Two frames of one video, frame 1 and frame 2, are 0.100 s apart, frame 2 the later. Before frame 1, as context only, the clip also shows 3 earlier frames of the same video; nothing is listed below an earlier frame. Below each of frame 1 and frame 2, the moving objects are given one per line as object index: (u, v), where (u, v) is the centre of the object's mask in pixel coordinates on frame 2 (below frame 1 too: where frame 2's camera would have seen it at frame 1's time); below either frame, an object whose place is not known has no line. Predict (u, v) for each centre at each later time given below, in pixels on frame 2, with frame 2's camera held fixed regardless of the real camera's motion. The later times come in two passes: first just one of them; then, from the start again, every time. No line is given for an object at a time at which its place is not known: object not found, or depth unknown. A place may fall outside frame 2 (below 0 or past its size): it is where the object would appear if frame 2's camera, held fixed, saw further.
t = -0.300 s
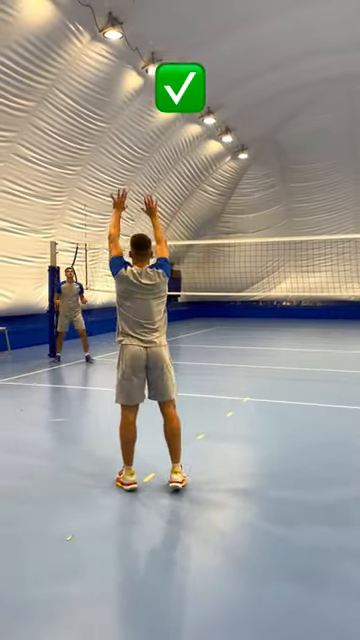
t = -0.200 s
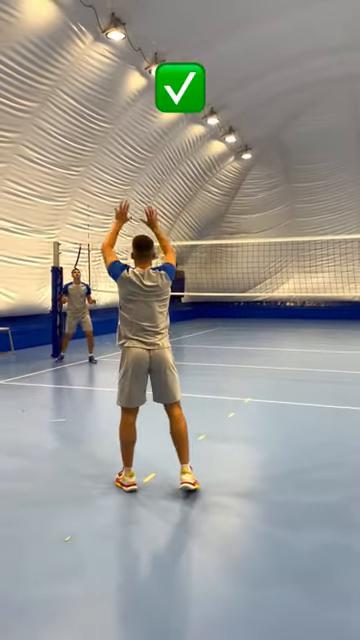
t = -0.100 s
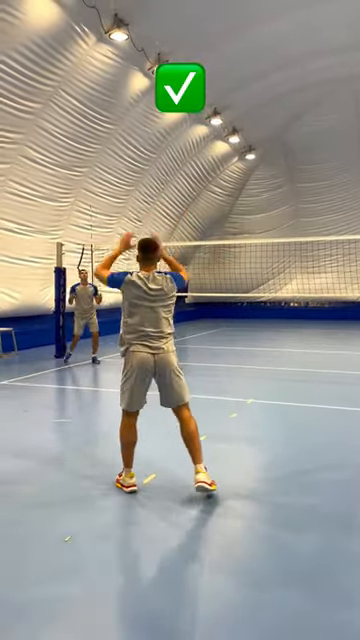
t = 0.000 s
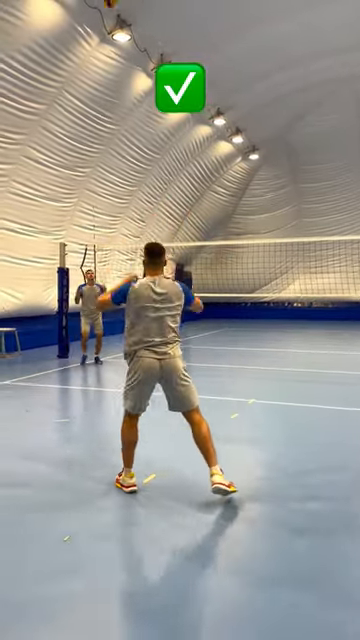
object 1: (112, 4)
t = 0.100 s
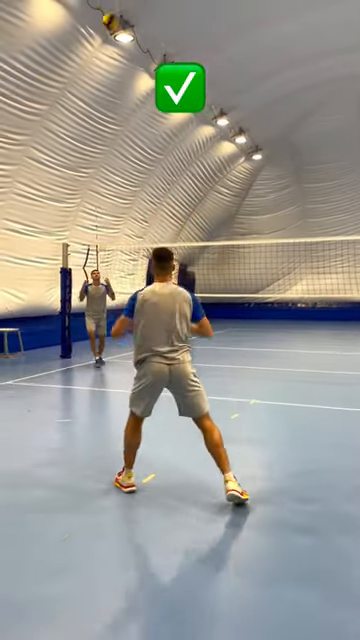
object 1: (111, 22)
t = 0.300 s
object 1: (107, 78)
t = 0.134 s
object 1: (109, 30)
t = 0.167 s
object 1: (108, 38)
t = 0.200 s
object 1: (108, 48)
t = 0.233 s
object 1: (108, 57)
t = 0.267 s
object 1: (107, 68)
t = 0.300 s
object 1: (107, 78)
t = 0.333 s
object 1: (106, 88)
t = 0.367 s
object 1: (106, 100)
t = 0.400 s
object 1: (105, 111)
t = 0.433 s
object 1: (106, 124)
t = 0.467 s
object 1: (105, 135)
